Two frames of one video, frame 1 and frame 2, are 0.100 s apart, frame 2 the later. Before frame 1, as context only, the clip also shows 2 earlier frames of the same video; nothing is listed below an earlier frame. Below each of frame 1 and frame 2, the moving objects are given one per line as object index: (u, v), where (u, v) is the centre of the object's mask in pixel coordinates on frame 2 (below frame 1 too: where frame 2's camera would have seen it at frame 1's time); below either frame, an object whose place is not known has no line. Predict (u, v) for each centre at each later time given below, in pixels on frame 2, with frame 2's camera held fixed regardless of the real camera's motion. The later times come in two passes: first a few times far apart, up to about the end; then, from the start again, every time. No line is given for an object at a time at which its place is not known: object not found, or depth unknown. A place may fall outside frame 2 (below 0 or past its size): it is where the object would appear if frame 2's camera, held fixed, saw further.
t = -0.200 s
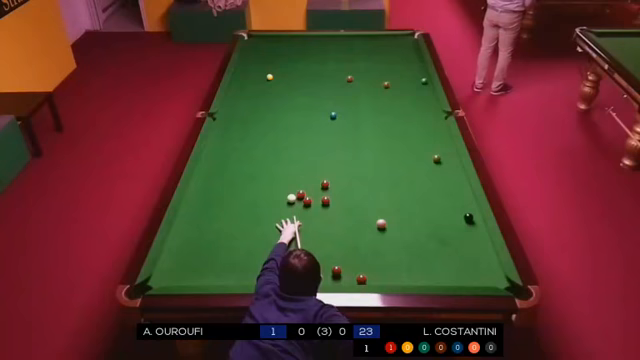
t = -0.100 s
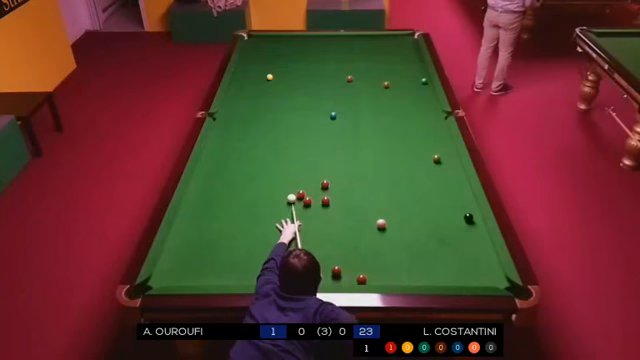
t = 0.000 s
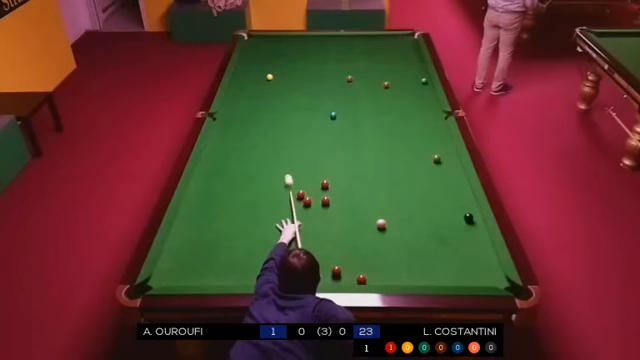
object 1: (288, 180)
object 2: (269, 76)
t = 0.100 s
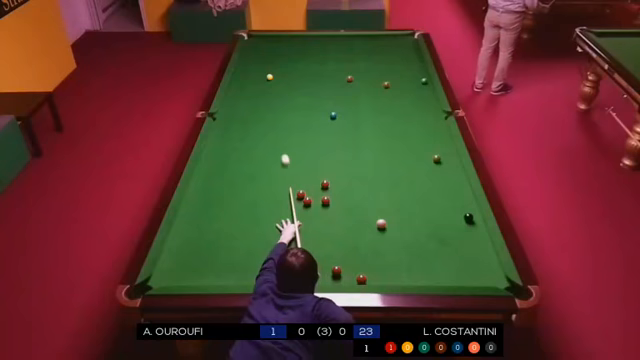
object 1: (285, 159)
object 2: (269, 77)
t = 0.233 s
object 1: (281, 139)
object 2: (269, 77)
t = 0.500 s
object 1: (276, 106)
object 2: (269, 77)
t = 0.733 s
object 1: (272, 83)
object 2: (269, 76)
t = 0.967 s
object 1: (280, 75)
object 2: (259, 65)
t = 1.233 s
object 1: (288, 68)
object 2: (249, 54)
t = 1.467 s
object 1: (295, 61)
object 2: (247, 45)
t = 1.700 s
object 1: (301, 55)
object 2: (256, 39)
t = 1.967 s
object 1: (308, 50)
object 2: (263, 38)
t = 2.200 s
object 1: (313, 45)
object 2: (268, 43)
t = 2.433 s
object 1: (317, 41)
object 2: (272, 47)
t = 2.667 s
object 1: (322, 37)
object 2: (277, 52)
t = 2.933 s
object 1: (325, 37)
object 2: (282, 56)
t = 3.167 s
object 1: (328, 40)
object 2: (287, 60)
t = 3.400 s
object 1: (330, 42)
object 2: (291, 64)
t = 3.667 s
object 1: (332, 44)
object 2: (296, 68)
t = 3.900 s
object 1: (334, 46)
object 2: (300, 72)
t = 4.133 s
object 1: (335, 47)
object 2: (304, 75)
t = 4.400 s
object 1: (337, 49)
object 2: (309, 79)
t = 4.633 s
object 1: (338, 50)
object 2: (313, 83)
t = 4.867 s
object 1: (339, 51)
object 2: (317, 86)
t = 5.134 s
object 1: (340, 51)
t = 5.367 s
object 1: (340, 52)
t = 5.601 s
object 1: (341, 52)
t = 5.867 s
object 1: (341, 52)
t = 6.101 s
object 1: (340, 52)
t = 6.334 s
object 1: (340, 52)
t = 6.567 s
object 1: (341, 52)
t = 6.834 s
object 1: (340, 52)
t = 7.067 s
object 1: (340, 52)
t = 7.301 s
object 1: (340, 52)
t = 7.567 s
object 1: (341, 52)
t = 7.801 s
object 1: (340, 52)
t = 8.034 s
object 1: (340, 52)
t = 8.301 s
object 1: (340, 52)
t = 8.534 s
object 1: (340, 52)
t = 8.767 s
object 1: (340, 52)
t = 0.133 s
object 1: (284, 154)
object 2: (269, 77)
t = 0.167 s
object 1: (283, 149)
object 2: (269, 77)
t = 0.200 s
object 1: (282, 143)
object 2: (269, 77)
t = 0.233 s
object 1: (281, 139)
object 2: (269, 77)
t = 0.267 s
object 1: (281, 134)
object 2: (269, 77)
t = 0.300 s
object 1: (280, 130)
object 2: (269, 77)
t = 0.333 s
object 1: (279, 126)
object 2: (269, 77)
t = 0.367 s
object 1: (278, 122)
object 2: (269, 77)
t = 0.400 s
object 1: (278, 118)
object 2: (269, 77)
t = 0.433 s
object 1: (277, 114)
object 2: (269, 77)
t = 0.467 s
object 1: (277, 110)
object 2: (269, 77)
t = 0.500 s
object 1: (276, 106)
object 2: (269, 77)
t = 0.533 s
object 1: (276, 102)
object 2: (269, 77)
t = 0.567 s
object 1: (275, 99)
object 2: (269, 77)
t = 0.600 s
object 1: (274, 96)
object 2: (269, 77)
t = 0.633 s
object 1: (274, 92)
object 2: (269, 77)
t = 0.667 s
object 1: (273, 89)
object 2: (269, 77)
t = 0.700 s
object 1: (273, 86)
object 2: (269, 76)
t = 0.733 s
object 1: (272, 83)
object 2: (269, 76)
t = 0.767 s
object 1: (271, 79)
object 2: (269, 76)
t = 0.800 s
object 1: (273, 79)
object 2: (268, 75)
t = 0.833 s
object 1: (274, 78)
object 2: (266, 73)
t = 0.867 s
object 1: (276, 78)
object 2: (264, 70)
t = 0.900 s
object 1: (277, 77)
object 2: (262, 69)
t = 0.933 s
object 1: (278, 76)
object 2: (261, 67)
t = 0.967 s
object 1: (280, 75)
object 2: (259, 65)
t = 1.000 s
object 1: (280, 74)
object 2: (258, 64)
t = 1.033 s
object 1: (282, 73)
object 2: (257, 62)
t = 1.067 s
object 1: (283, 72)
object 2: (255, 61)
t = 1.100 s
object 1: (284, 71)
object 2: (254, 59)
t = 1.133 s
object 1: (285, 70)
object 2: (253, 58)
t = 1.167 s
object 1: (286, 69)
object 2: (251, 57)
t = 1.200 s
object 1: (287, 68)
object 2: (250, 55)
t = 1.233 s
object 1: (288, 68)
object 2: (249, 54)
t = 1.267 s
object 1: (289, 67)
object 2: (248, 53)
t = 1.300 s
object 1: (290, 66)
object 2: (247, 52)
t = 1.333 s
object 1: (291, 65)
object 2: (246, 50)
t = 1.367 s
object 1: (292, 64)
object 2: (245, 49)
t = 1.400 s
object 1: (293, 63)
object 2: (244, 48)
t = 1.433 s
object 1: (294, 62)
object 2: (246, 47)
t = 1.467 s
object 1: (295, 61)
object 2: (247, 45)
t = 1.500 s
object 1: (296, 60)
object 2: (248, 44)
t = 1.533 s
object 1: (297, 59)
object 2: (250, 43)
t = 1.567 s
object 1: (298, 59)
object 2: (251, 42)
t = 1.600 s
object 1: (299, 58)
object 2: (252, 42)
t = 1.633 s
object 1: (299, 57)
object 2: (253, 41)
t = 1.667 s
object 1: (300, 56)
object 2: (254, 40)
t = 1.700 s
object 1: (301, 55)
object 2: (256, 39)
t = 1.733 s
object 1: (302, 55)
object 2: (257, 38)
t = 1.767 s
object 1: (303, 54)
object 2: (258, 37)
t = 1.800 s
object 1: (304, 53)
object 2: (259, 36)
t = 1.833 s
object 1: (305, 52)
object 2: (260, 36)
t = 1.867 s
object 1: (305, 52)
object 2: (260, 36)
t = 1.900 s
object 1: (306, 51)
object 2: (261, 37)
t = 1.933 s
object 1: (307, 50)
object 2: (262, 38)
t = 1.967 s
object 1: (308, 50)
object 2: (263, 38)
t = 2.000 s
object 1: (308, 49)
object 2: (263, 39)
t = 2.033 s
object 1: (309, 48)
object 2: (264, 40)
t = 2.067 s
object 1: (310, 47)
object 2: (265, 40)
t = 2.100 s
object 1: (311, 47)
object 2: (265, 41)
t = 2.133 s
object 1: (311, 46)
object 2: (266, 41)
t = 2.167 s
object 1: (312, 46)
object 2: (267, 42)
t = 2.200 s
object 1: (313, 45)
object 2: (268, 43)
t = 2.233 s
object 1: (314, 44)
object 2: (268, 43)
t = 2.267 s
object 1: (314, 44)
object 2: (269, 44)
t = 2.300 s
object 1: (315, 43)
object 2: (270, 45)
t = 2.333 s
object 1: (316, 42)
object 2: (270, 45)
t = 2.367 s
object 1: (316, 42)
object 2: (271, 46)
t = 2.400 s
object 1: (317, 41)
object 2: (271, 47)
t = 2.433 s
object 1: (317, 41)
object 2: (272, 47)
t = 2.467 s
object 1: (318, 40)
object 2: (273, 48)
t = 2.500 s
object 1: (319, 40)
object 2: (273, 48)
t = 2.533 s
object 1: (319, 39)
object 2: (274, 49)
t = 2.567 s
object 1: (320, 39)
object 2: (275, 50)
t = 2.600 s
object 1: (321, 38)
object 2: (276, 50)
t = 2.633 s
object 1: (321, 37)
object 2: (276, 51)
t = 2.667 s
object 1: (322, 37)
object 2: (277, 52)
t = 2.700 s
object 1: (322, 36)
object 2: (277, 52)
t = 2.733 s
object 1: (323, 36)
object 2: (278, 53)
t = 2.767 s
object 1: (323, 36)
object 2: (279, 53)
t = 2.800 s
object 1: (324, 36)
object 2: (279, 54)
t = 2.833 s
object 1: (324, 36)
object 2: (280, 54)
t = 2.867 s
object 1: (324, 37)
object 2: (281, 55)
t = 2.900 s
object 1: (325, 37)
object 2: (281, 56)
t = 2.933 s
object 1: (325, 37)
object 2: (282, 56)
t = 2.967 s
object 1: (325, 38)
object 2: (282, 57)
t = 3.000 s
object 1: (326, 38)
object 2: (283, 57)
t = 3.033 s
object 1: (326, 38)
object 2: (284, 58)
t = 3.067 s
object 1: (327, 39)
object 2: (285, 58)
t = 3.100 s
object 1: (327, 39)
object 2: (285, 59)
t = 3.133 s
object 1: (327, 39)
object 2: (286, 59)
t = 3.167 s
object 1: (328, 40)
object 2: (287, 60)
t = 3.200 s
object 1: (328, 40)
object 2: (287, 61)
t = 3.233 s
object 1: (328, 40)
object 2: (288, 61)
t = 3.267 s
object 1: (329, 41)
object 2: (289, 62)
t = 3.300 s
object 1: (329, 41)
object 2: (289, 62)
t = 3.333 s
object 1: (329, 41)
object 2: (290, 63)
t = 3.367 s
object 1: (330, 41)
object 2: (291, 64)
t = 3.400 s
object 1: (330, 42)
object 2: (291, 64)
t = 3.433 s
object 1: (330, 42)
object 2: (292, 64)
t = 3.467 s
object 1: (330, 42)
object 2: (292, 65)
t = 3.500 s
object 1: (331, 43)
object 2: (293, 66)
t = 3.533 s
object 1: (331, 43)
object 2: (294, 66)
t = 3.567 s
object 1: (331, 43)
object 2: (294, 67)
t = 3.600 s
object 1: (332, 43)
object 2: (295, 68)
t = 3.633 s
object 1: (332, 44)
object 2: (295, 68)
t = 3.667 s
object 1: (332, 44)
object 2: (296, 68)
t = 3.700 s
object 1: (332, 44)
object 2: (297, 69)
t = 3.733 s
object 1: (333, 45)
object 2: (297, 70)
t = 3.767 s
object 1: (333, 45)
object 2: (298, 70)
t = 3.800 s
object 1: (333, 45)
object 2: (299, 70)
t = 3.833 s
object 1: (333, 45)
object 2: (299, 71)
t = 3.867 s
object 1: (334, 45)
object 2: (300, 71)
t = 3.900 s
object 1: (334, 46)
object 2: (300, 72)
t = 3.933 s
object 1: (334, 46)
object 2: (301, 72)
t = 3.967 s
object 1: (334, 46)
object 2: (302, 73)
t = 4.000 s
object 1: (334, 47)
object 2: (302, 73)
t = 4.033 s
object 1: (335, 47)
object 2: (303, 74)
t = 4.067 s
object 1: (335, 47)
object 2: (303, 75)
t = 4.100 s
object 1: (335, 47)
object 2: (304, 75)
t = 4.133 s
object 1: (335, 47)
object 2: (304, 75)
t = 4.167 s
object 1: (336, 47)
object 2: (305, 76)
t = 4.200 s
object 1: (336, 48)
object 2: (306, 77)
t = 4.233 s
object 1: (336, 48)
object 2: (306, 77)
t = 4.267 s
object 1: (336, 48)
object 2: (307, 78)
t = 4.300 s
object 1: (336, 48)
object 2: (308, 78)
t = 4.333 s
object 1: (337, 48)
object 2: (308, 79)
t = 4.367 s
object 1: (337, 48)
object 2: (309, 79)
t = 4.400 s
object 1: (337, 49)
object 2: (309, 79)
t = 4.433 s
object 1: (337, 49)
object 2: (310, 80)
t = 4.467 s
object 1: (337, 49)
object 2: (310, 80)
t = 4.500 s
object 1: (338, 49)
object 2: (311, 81)
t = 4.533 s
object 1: (338, 49)
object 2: (311, 81)
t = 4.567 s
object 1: (338, 49)
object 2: (312, 82)
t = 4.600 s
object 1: (338, 50)
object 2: (313, 82)
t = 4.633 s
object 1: (338, 50)
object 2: (313, 83)
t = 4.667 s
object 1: (338, 50)
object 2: (314, 83)
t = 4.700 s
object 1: (338, 50)
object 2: (314, 83)
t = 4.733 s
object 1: (338, 50)
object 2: (315, 84)
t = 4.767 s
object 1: (339, 50)
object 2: (315, 85)
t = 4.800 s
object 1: (339, 50)
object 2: (316, 85)
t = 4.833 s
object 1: (339, 50)
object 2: (316, 85)
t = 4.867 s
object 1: (339, 51)
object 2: (317, 86)
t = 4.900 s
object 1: (339, 51)
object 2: (317, 86)
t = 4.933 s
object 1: (339, 51)
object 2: (318, 86)
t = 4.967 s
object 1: (339, 51)
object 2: (318, 87)
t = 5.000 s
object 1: (339, 51)
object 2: (319, 87)
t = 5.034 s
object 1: (339, 51)
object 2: (319, 88)
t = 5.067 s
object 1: (340, 51)
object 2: (320, 88)
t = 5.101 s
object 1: (340, 51)
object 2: (320, 89)
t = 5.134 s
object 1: (340, 51)
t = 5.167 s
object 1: (340, 51)
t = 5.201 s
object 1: (340, 51)
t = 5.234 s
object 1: (340, 52)
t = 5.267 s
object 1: (340, 52)
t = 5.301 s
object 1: (340, 52)
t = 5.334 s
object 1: (340, 52)
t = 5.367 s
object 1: (340, 52)
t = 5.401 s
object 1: (340, 52)
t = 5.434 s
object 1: (340, 52)
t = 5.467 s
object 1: (340, 52)
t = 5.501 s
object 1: (340, 52)
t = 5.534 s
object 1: (340, 52)
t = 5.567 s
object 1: (340, 52)
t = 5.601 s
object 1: (341, 52)
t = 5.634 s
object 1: (341, 52)
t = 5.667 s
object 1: (341, 52)
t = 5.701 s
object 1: (341, 52)
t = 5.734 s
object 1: (341, 52)
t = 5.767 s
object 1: (341, 52)
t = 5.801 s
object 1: (341, 52)
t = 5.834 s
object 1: (341, 52)
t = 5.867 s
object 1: (341, 52)
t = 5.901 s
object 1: (341, 52)
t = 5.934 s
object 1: (341, 52)
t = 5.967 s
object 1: (340, 52)
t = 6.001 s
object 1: (340, 52)
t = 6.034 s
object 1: (340, 52)
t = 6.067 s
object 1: (341, 52)
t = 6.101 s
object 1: (340, 52)
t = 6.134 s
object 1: (341, 52)
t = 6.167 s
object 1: (341, 52)
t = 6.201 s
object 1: (341, 52)
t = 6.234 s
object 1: (341, 52)
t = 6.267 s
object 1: (340, 52)
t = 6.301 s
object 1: (340, 52)
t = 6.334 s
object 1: (340, 52)
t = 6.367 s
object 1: (340, 52)
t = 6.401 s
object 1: (341, 52)
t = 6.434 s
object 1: (341, 52)
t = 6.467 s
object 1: (341, 52)
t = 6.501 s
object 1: (340, 52)
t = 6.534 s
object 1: (341, 52)
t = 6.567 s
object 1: (341, 52)
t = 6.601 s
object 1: (341, 52)
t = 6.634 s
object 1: (341, 52)
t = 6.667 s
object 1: (340, 52)
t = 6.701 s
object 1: (340, 52)
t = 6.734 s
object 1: (340, 52)
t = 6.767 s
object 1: (340, 52)
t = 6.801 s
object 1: (340, 52)
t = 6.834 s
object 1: (340, 52)
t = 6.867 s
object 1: (340, 52)
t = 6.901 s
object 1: (340, 52)
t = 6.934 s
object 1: (340, 52)
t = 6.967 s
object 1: (340, 52)
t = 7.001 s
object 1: (340, 52)
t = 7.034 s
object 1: (340, 52)
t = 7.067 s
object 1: (340, 52)
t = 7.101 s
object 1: (340, 52)
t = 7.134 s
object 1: (340, 52)
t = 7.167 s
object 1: (340, 52)
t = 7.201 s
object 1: (340, 52)
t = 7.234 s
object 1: (340, 52)
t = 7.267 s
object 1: (340, 52)
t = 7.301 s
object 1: (340, 52)
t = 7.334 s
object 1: (340, 52)
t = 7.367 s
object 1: (340, 52)
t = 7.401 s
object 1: (340, 52)
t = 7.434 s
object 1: (340, 52)
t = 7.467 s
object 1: (341, 52)
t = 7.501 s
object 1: (340, 52)
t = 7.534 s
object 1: (341, 52)
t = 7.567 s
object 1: (341, 52)
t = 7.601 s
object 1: (341, 52)
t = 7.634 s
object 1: (341, 52)
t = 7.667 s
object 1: (341, 52)
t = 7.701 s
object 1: (341, 52)
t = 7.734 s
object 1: (341, 52)
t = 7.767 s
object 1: (341, 52)
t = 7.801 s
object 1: (340, 52)
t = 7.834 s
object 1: (340, 52)
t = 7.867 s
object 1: (341, 52)
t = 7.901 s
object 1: (340, 52)
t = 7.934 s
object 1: (341, 52)
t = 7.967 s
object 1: (340, 52)
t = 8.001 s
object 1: (340, 52)
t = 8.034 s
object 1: (340, 52)
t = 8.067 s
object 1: (340, 52)
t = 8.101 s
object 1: (340, 52)
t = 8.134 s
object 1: (340, 52)
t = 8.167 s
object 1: (340, 52)
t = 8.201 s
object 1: (340, 52)
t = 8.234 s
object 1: (341, 52)
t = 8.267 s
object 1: (340, 52)
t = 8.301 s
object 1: (340, 52)
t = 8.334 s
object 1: (340, 52)
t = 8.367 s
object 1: (340, 52)
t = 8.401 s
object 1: (340, 52)
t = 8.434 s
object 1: (340, 52)
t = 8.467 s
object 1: (340, 52)
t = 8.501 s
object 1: (340, 52)
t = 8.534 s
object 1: (340, 52)
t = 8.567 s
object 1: (340, 52)
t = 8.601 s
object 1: (340, 52)
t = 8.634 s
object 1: (340, 52)
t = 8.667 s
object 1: (340, 52)
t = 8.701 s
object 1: (340, 52)
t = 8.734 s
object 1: (340, 52)
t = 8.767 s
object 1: (340, 52)
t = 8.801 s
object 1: (340, 52)
